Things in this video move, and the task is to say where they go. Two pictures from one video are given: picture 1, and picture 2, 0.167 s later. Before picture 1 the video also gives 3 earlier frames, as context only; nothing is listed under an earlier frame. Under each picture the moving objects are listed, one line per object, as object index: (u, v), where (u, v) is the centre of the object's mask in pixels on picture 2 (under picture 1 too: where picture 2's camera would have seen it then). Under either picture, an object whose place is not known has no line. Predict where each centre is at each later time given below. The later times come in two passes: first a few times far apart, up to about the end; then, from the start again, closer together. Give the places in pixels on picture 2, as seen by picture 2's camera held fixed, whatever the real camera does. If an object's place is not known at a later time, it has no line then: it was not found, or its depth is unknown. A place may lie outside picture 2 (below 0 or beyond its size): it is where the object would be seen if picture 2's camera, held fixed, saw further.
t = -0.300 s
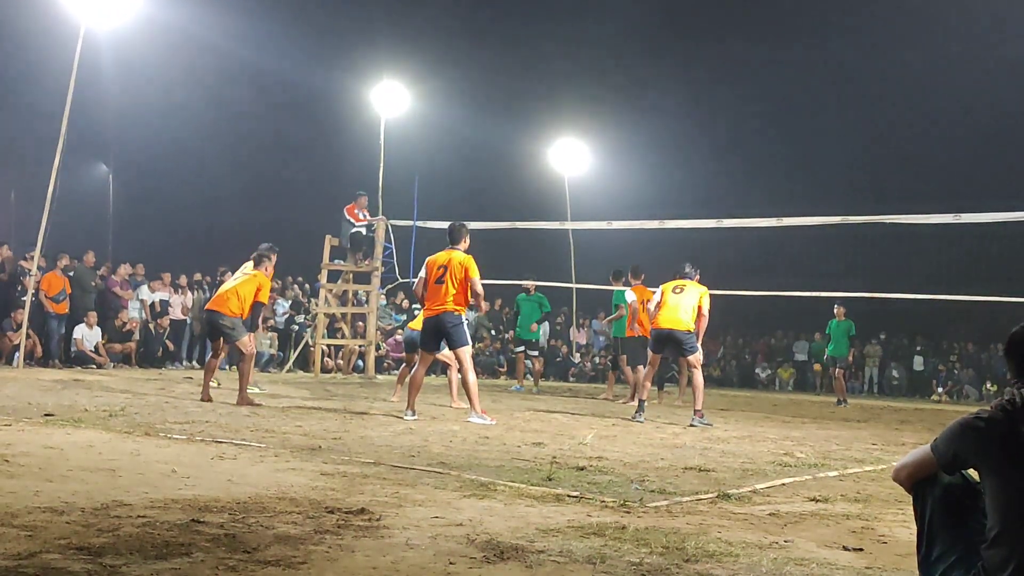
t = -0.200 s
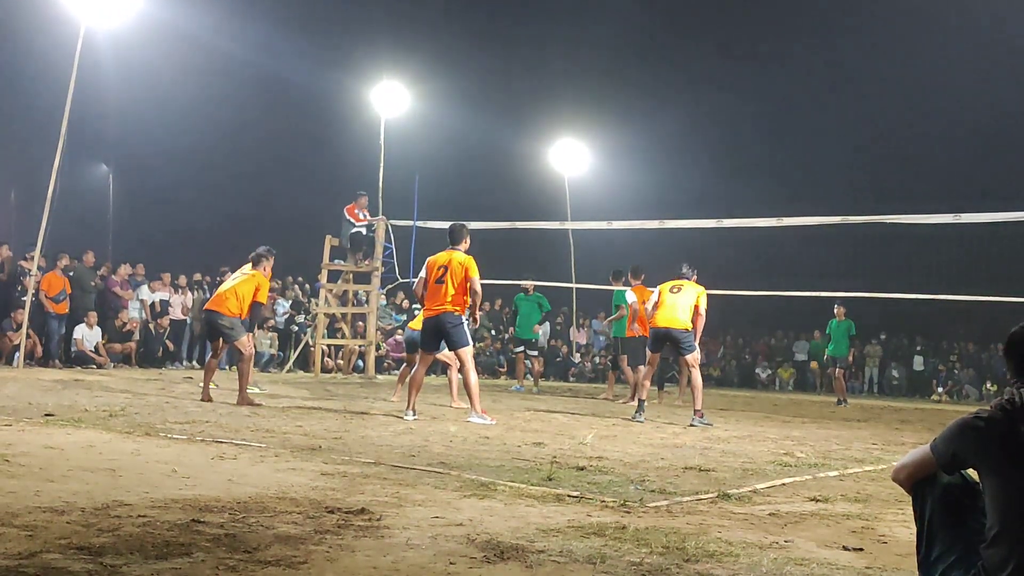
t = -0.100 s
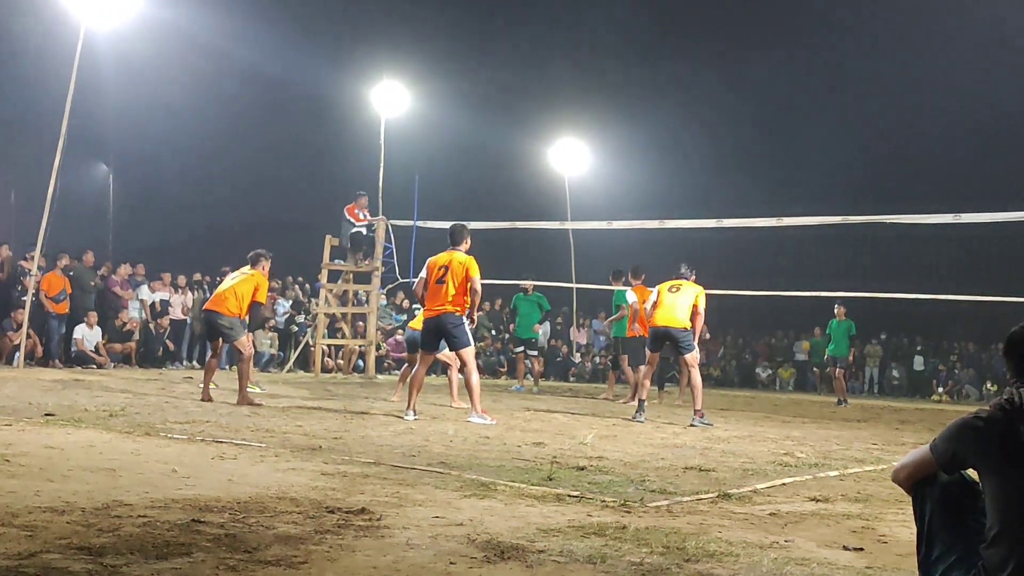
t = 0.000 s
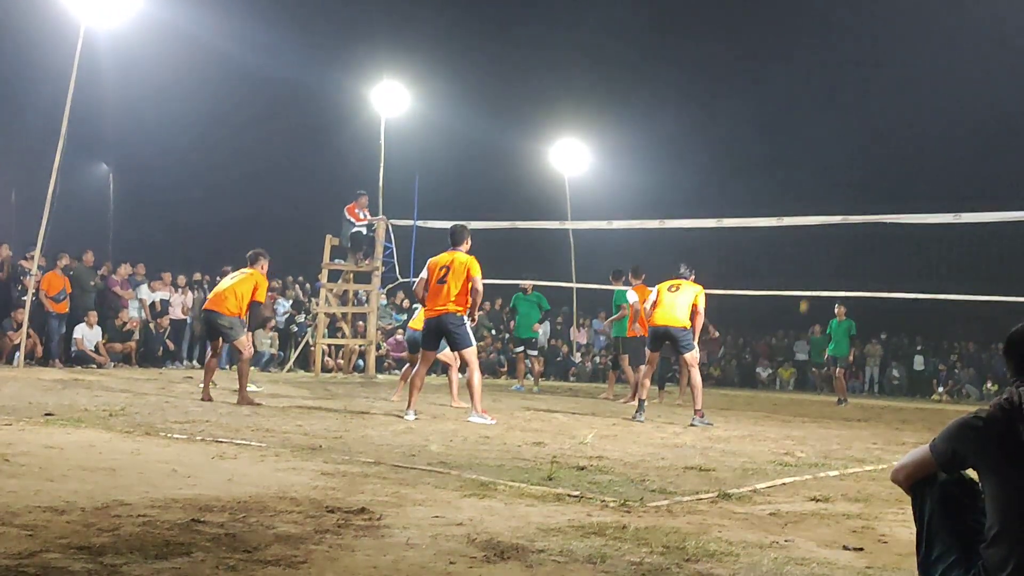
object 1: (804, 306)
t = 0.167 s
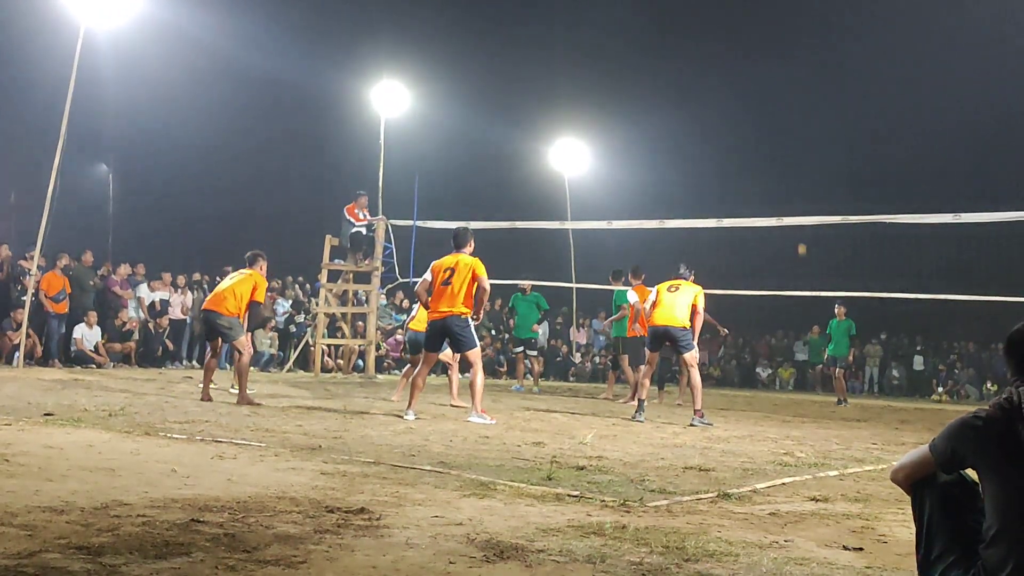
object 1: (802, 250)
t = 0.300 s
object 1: (800, 211)
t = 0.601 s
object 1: (795, 157)
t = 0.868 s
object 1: (788, 140)
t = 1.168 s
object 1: (778, 158)
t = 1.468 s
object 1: (768, 215)
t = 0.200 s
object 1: (801, 240)
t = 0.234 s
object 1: (801, 230)
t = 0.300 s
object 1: (800, 211)
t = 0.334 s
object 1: (800, 204)
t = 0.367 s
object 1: (799, 197)
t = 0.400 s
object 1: (799, 189)
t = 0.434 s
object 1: (798, 183)
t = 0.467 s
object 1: (798, 176)
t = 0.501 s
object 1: (797, 170)
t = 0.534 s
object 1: (796, 165)
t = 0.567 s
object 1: (796, 161)
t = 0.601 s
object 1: (795, 157)
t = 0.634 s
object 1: (794, 152)
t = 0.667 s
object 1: (793, 150)
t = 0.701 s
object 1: (792, 147)
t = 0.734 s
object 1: (792, 144)
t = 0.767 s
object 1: (790, 143)
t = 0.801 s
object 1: (790, 141)
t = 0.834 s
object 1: (789, 140)
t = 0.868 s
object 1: (788, 140)
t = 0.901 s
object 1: (787, 140)
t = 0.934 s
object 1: (786, 141)
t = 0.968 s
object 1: (785, 141)
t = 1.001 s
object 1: (784, 143)
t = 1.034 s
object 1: (783, 145)
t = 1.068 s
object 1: (782, 148)
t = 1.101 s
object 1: (781, 151)
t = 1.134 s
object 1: (780, 154)
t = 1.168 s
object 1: (778, 158)
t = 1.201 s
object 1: (777, 163)
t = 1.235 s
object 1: (776, 168)
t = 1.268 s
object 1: (775, 174)
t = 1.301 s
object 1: (774, 179)
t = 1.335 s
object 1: (773, 186)
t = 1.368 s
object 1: (772, 193)
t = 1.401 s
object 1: (771, 200)
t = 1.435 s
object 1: (769, 208)
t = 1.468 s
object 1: (768, 215)
